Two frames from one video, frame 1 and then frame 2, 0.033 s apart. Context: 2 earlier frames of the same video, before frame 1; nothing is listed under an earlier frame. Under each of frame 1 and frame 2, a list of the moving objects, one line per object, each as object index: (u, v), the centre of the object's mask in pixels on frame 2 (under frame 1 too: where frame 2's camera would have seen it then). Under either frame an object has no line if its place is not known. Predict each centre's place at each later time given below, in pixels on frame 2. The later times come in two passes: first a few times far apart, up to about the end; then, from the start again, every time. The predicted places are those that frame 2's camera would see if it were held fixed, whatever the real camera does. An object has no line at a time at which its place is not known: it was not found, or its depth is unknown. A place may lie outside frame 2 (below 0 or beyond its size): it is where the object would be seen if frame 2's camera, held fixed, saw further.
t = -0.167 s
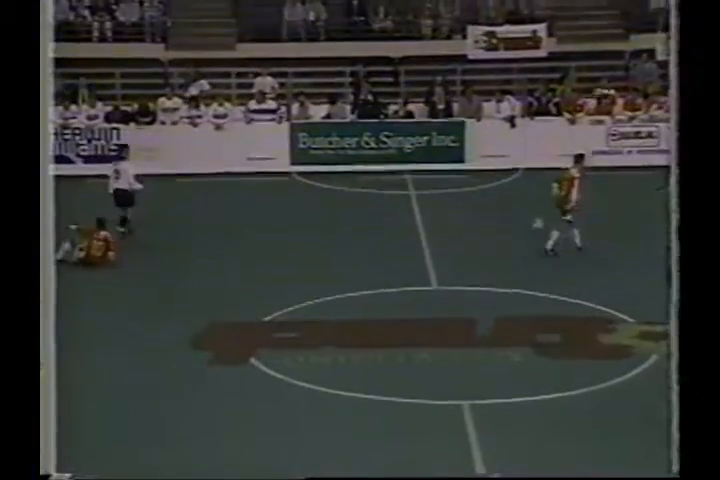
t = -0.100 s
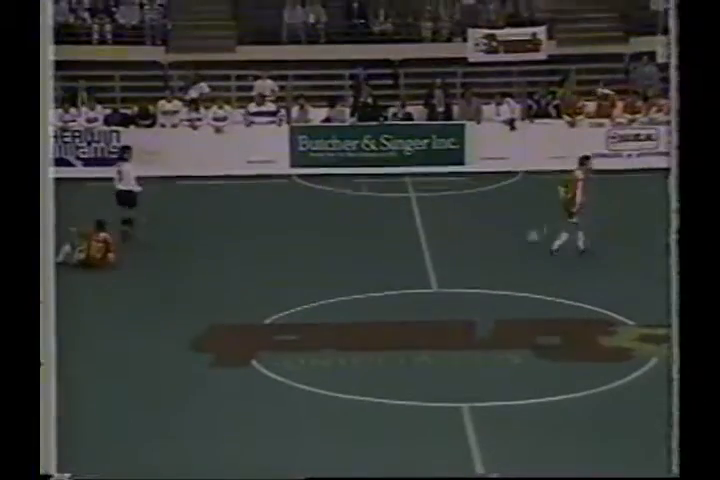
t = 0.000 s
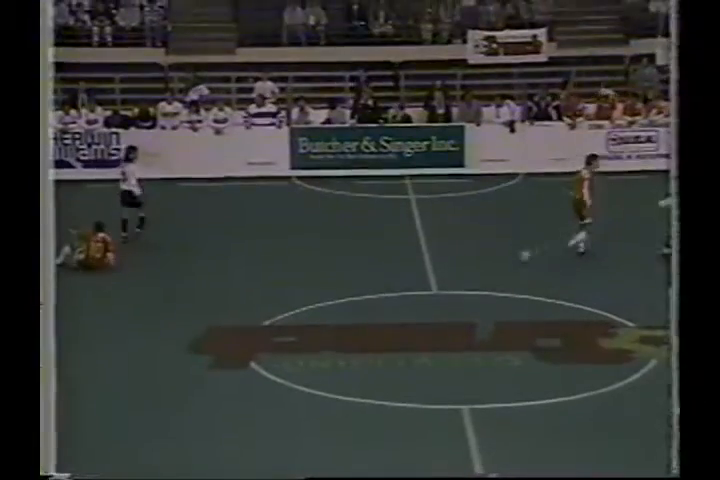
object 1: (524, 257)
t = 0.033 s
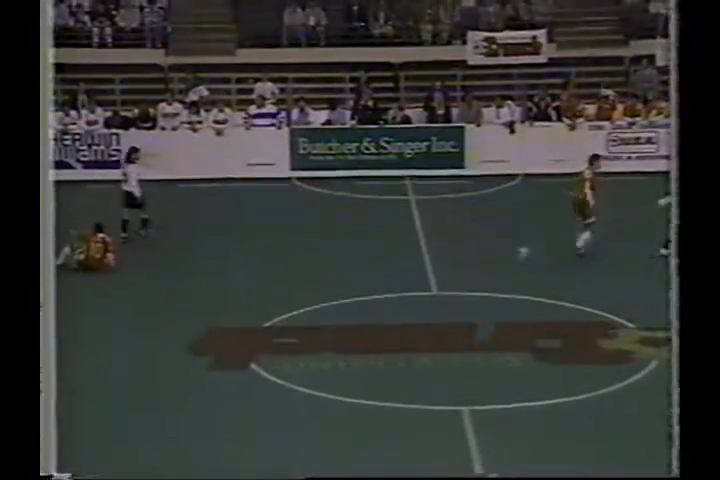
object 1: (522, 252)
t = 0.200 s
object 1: (513, 232)
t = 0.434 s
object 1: (500, 230)
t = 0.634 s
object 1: (488, 252)
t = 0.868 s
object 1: (476, 239)
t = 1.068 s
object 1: (463, 244)
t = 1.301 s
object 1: (450, 244)
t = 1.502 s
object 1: (439, 247)
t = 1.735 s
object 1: (428, 244)
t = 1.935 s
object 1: (419, 246)
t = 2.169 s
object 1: (405, 246)
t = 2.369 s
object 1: (395, 246)
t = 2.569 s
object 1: (386, 246)
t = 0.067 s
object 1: (520, 247)
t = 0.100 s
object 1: (519, 243)
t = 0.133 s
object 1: (518, 239)
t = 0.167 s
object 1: (515, 235)
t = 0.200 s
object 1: (513, 232)
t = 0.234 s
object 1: (512, 230)
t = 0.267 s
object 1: (510, 228)
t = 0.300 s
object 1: (507, 228)
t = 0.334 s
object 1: (507, 228)
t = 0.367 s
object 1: (505, 228)
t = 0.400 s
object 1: (502, 230)
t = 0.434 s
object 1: (500, 230)
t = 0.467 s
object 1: (498, 232)
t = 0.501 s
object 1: (496, 234)
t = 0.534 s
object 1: (494, 239)
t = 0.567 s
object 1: (493, 242)
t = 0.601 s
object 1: (491, 246)
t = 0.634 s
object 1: (488, 252)
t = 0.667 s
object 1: (487, 255)
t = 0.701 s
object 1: (485, 250)
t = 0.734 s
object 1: (482, 247)
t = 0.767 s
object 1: (481, 243)
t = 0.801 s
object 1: (479, 241)
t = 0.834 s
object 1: (477, 240)
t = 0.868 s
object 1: (476, 239)
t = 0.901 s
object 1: (474, 238)
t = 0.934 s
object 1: (471, 238)
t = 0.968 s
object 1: (469, 238)
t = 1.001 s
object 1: (466, 241)
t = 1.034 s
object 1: (465, 242)
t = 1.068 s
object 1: (463, 244)
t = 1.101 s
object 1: (461, 247)
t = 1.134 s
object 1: (460, 251)
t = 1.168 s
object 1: (459, 254)
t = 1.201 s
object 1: (457, 249)
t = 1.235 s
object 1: (455, 247)
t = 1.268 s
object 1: (453, 245)
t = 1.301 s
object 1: (450, 244)
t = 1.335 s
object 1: (448, 243)
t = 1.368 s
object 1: (447, 243)
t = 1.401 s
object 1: (444, 243)
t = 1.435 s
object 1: (443, 244)
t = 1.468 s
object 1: (441, 245)
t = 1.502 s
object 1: (439, 247)
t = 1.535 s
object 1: (437, 250)
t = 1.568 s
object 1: (436, 252)
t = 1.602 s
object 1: (434, 251)
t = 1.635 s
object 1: (434, 247)
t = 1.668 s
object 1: (431, 244)
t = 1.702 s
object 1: (429, 244)
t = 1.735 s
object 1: (428, 244)
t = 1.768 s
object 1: (425, 246)
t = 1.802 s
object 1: (424, 247)
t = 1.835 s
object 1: (423, 247)
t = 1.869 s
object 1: (421, 247)
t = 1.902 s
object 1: (421, 248)
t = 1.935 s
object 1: (419, 246)
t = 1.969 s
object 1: (418, 245)
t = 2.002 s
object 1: (417, 245)
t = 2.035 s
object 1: (413, 246)
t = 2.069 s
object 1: (409, 246)
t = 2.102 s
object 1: (407, 247)
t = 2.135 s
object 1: (407, 247)
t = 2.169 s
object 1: (405, 246)
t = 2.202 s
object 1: (405, 246)
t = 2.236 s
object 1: (402, 246)
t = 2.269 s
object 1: (399, 247)
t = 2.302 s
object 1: (398, 248)
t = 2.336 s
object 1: (396, 247)
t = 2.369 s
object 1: (395, 246)
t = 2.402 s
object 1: (394, 246)
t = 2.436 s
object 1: (392, 246)
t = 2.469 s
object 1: (391, 247)
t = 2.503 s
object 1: (391, 246)
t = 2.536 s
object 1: (390, 246)
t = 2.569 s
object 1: (386, 246)
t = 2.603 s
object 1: (385, 247)
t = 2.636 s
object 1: (382, 246)
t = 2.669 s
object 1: (382, 246)
